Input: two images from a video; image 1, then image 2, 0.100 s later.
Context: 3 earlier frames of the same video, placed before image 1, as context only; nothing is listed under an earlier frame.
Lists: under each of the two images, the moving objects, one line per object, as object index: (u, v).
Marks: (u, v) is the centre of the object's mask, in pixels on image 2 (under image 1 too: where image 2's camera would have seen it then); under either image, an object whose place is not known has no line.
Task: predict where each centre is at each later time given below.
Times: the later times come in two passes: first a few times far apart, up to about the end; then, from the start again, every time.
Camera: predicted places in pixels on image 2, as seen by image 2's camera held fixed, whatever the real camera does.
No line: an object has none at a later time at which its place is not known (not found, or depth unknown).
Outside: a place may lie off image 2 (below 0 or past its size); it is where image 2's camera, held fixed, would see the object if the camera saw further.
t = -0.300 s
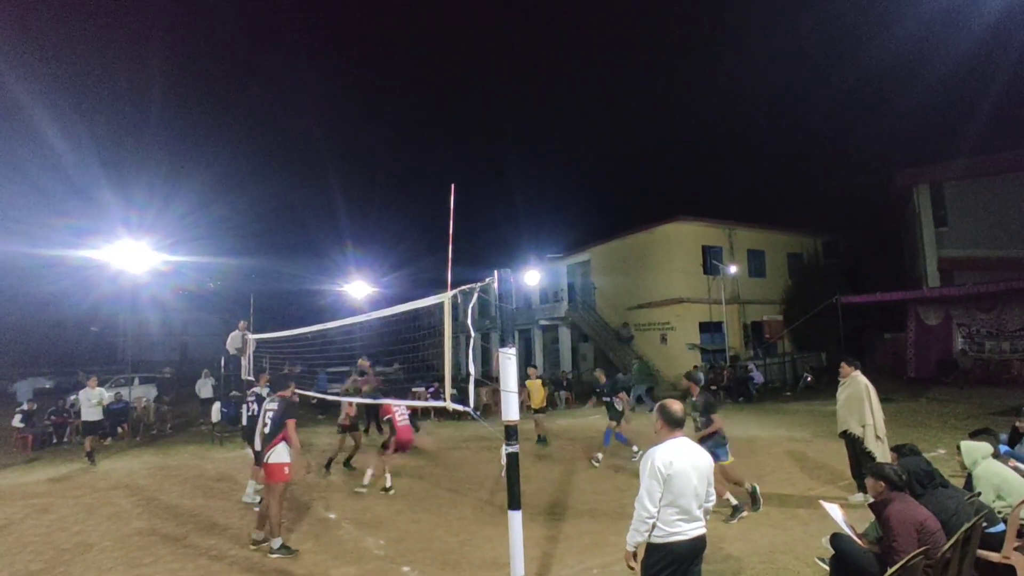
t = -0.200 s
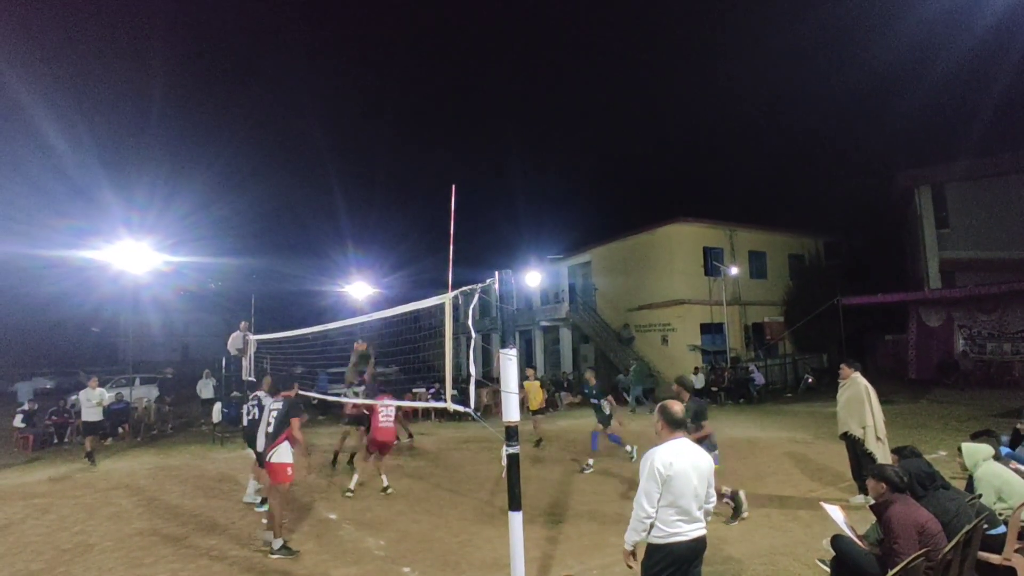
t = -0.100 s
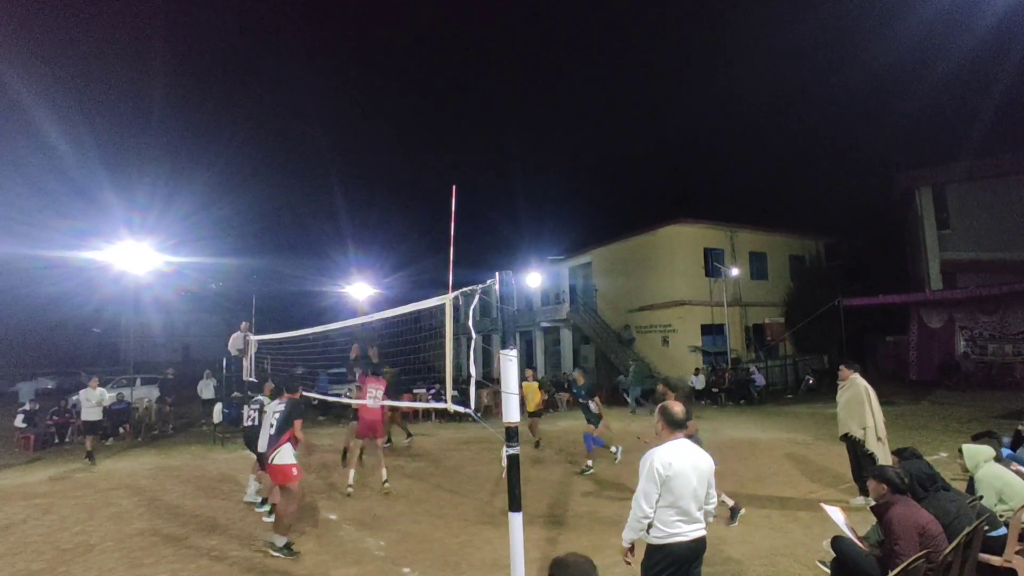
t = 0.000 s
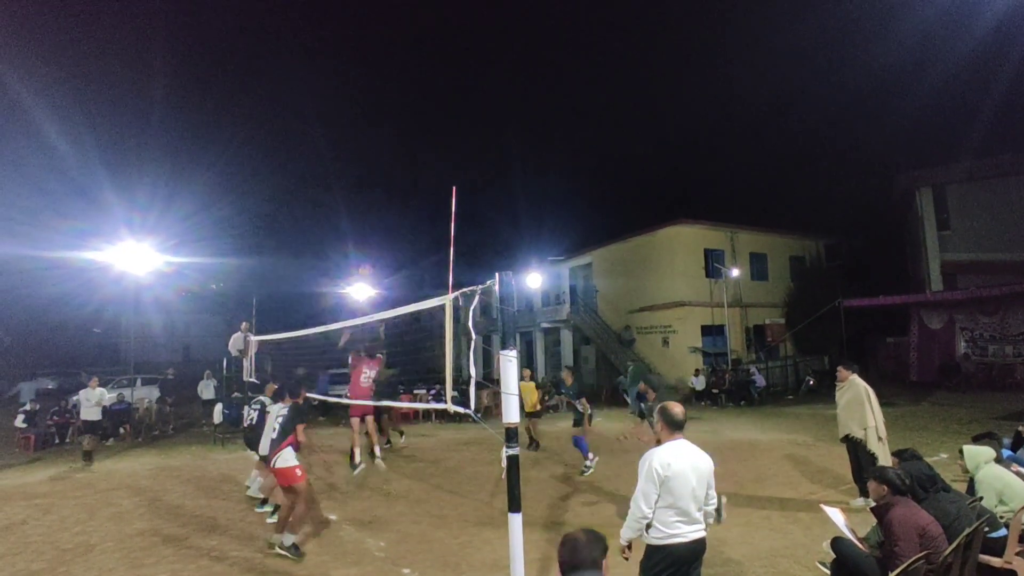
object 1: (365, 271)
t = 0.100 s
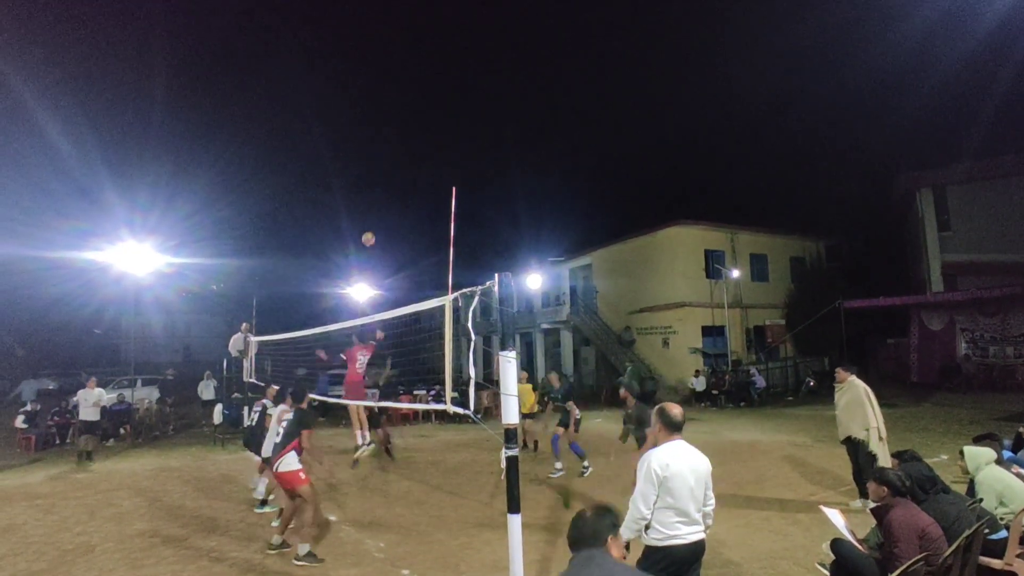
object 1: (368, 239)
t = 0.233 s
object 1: (373, 203)
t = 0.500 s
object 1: (382, 156)
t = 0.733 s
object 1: (391, 147)
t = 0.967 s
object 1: (404, 182)
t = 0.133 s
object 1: (370, 229)
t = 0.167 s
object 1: (371, 220)
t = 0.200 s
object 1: (372, 211)
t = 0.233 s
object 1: (373, 203)
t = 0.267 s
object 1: (374, 195)
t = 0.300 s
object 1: (375, 188)
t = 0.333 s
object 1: (376, 181)
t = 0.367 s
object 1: (378, 175)
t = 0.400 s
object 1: (379, 169)
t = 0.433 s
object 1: (380, 164)
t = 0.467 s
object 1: (381, 159)
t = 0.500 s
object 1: (382, 156)
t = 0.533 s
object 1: (384, 152)
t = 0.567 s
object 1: (385, 150)
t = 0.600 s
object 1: (386, 148)
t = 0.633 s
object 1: (387, 147)
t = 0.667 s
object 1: (389, 146)
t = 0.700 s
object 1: (390, 146)
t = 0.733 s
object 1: (391, 147)
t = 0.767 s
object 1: (393, 149)
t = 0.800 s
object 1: (394, 152)
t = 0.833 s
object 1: (396, 155)
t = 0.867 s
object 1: (398, 160)
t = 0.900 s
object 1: (400, 166)
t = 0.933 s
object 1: (402, 172)
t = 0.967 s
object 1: (404, 182)
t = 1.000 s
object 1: (406, 191)
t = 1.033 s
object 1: (407, 200)
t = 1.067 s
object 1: (410, 213)
